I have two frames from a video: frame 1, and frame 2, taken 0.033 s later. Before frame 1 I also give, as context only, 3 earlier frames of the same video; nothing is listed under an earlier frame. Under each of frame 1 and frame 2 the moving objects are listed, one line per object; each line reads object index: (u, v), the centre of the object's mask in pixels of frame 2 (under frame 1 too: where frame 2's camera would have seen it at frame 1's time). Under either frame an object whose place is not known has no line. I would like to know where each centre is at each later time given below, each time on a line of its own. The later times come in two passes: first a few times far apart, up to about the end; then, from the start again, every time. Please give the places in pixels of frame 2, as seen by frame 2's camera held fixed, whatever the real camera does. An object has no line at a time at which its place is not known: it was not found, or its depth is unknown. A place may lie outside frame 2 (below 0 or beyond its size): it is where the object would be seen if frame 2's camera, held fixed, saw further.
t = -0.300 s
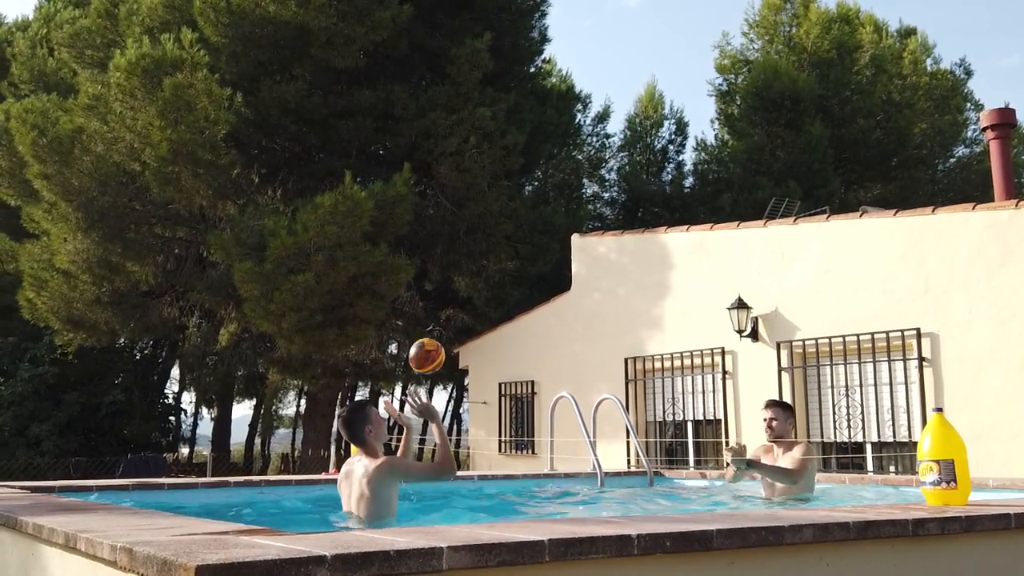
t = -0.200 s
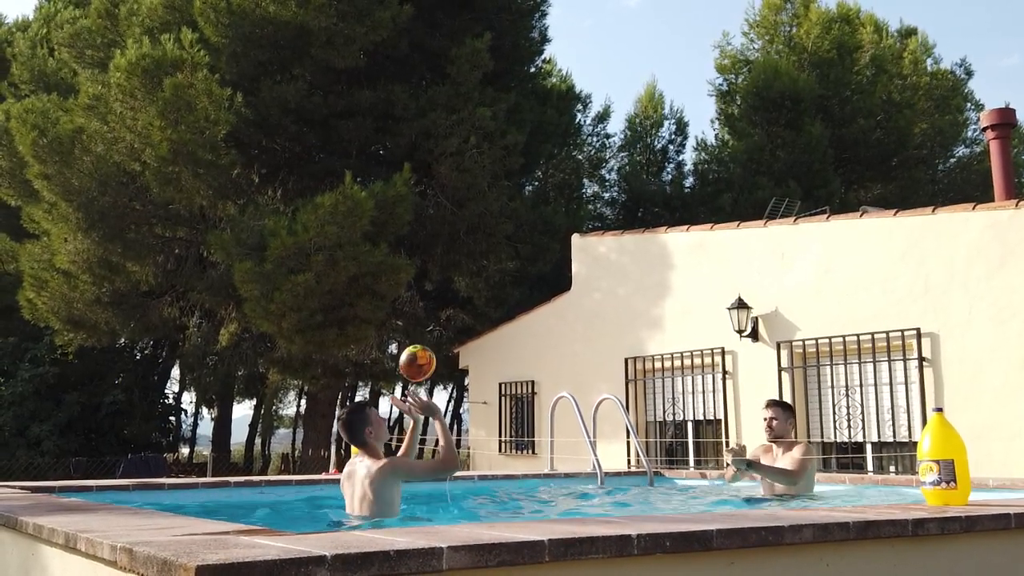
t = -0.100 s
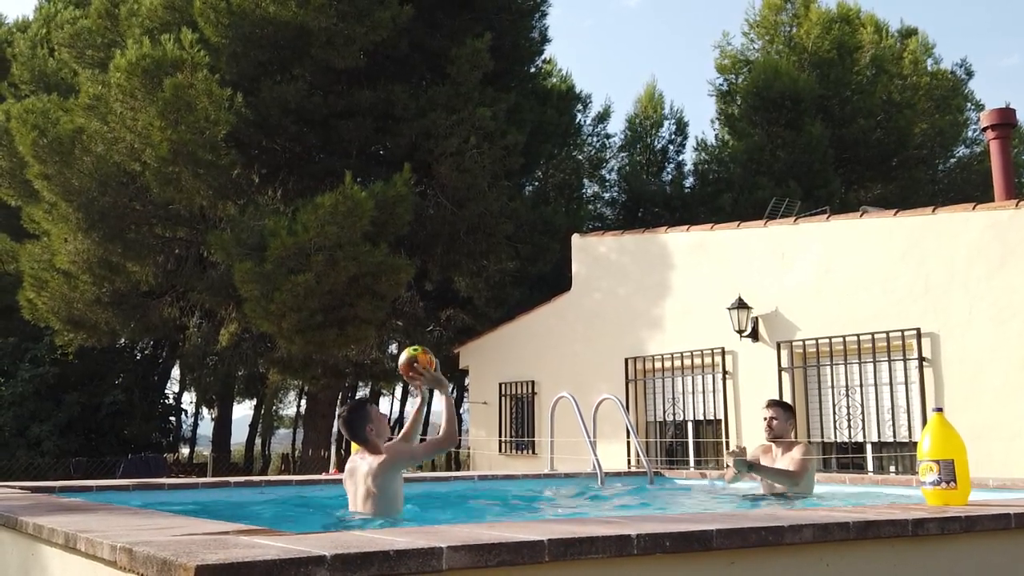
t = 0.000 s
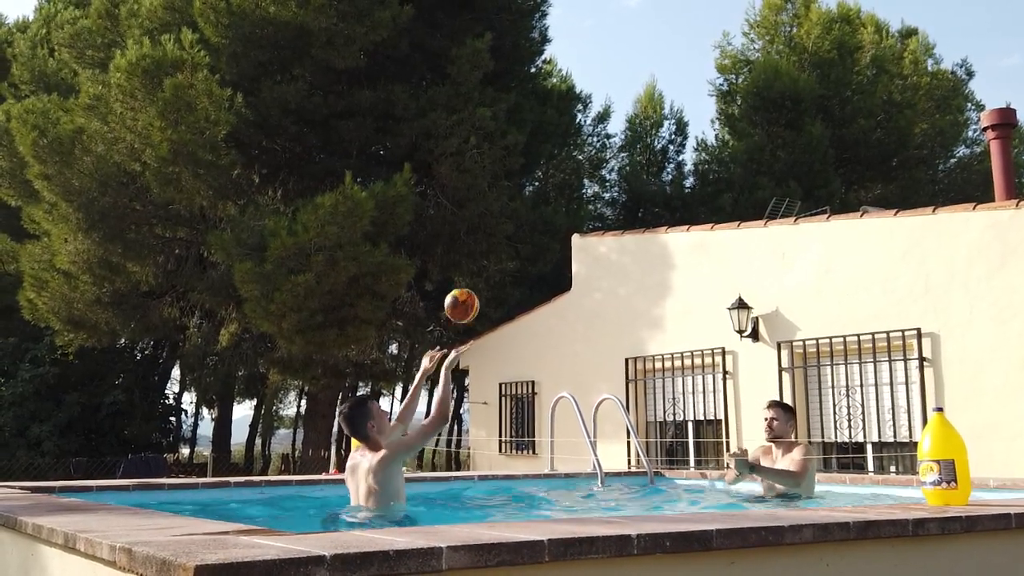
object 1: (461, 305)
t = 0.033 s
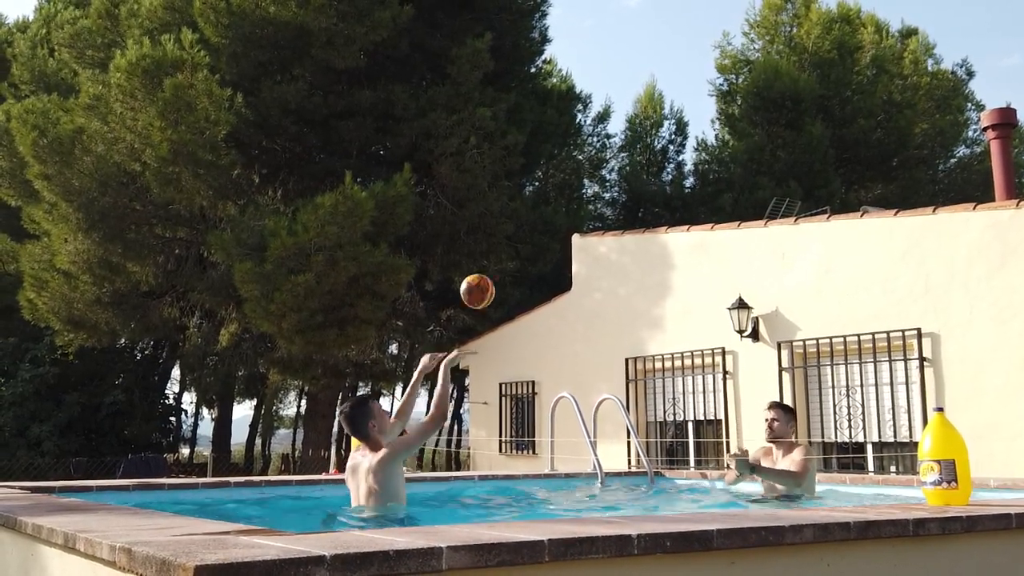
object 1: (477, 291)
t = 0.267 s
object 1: (577, 256)
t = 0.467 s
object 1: (655, 304)
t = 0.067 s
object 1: (492, 279)
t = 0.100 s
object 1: (507, 270)
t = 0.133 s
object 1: (522, 263)
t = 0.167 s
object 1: (536, 258)
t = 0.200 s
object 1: (550, 255)
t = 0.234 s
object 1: (564, 255)
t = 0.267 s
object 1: (577, 256)
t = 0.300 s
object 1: (591, 259)
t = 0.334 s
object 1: (605, 265)
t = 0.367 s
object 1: (617, 272)
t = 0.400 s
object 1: (630, 281)
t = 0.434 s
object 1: (643, 291)
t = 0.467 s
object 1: (655, 304)
